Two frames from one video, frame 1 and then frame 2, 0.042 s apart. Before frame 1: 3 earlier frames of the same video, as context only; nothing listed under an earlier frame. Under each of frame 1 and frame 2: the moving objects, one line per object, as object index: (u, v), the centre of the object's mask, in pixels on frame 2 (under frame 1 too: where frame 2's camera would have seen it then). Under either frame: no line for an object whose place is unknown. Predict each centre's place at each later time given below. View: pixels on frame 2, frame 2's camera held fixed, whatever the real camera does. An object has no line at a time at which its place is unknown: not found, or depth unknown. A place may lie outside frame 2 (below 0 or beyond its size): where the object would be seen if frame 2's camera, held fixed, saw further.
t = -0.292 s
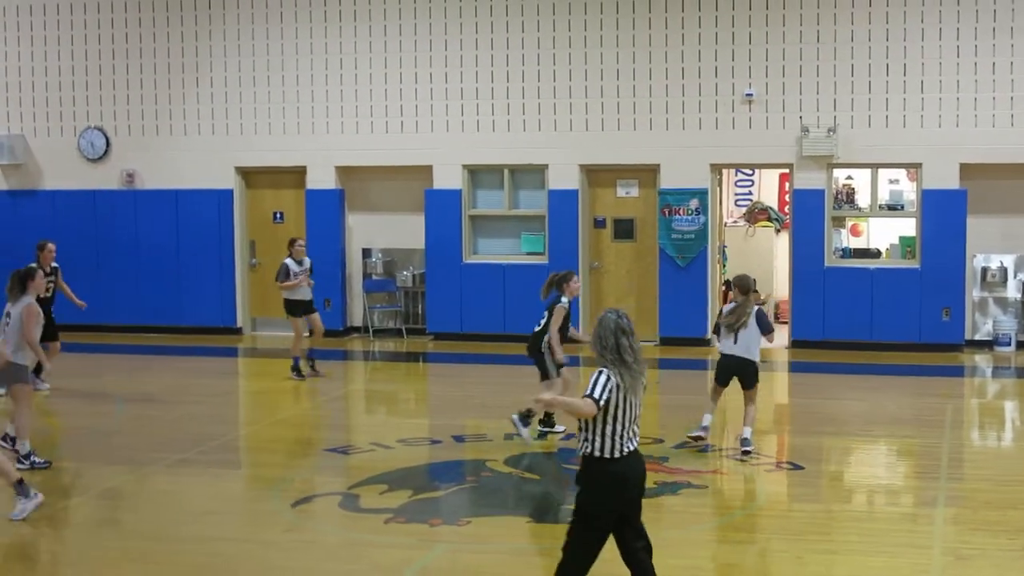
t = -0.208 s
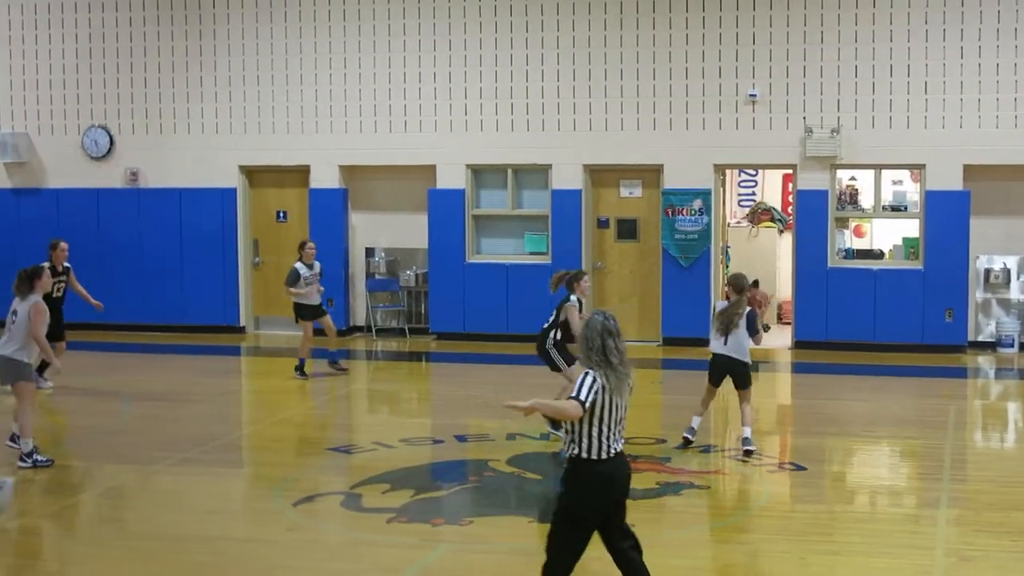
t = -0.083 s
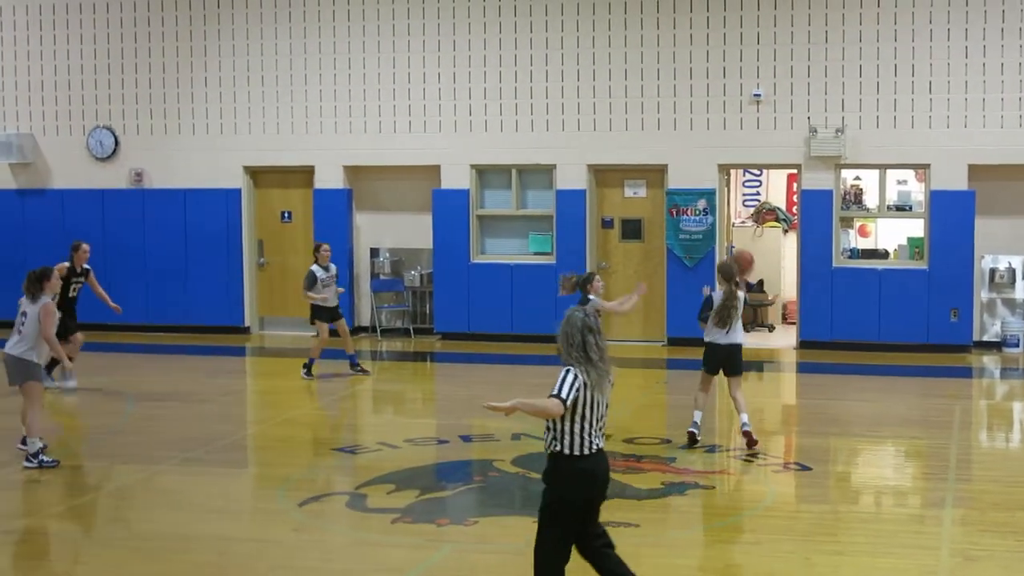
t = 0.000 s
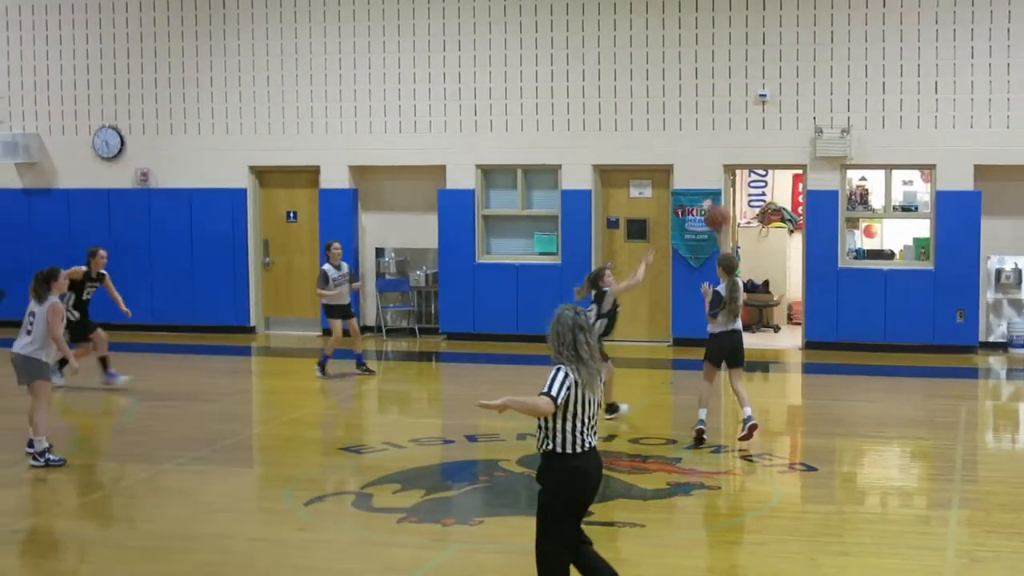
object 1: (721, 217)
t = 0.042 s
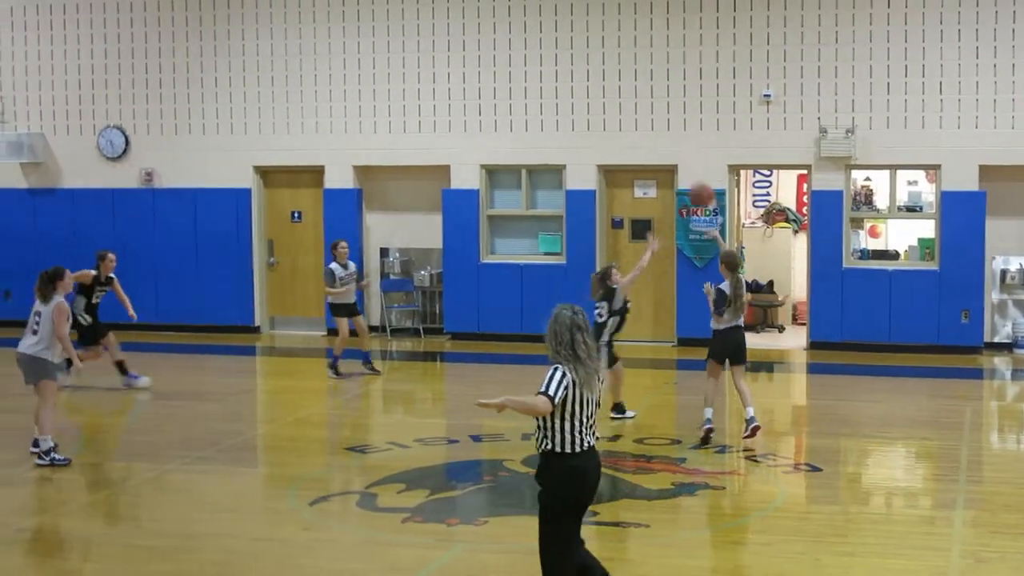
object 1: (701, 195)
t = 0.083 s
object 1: (681, 175)
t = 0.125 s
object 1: (662, 159)
